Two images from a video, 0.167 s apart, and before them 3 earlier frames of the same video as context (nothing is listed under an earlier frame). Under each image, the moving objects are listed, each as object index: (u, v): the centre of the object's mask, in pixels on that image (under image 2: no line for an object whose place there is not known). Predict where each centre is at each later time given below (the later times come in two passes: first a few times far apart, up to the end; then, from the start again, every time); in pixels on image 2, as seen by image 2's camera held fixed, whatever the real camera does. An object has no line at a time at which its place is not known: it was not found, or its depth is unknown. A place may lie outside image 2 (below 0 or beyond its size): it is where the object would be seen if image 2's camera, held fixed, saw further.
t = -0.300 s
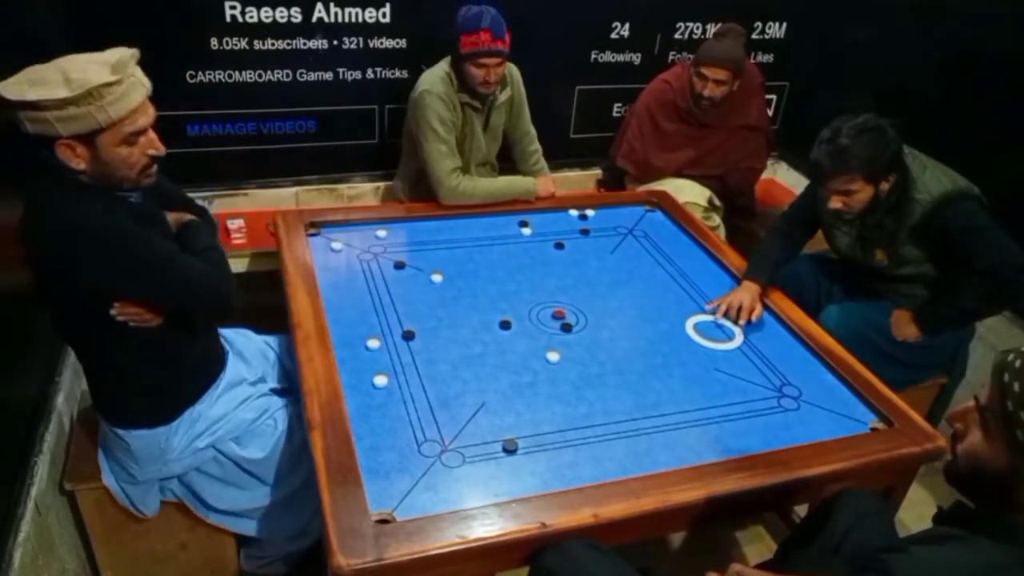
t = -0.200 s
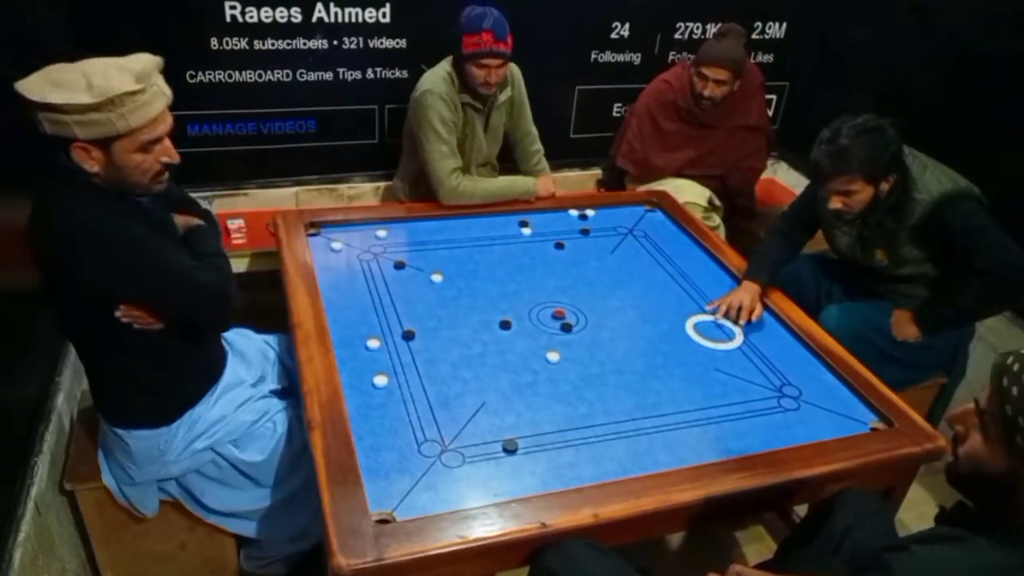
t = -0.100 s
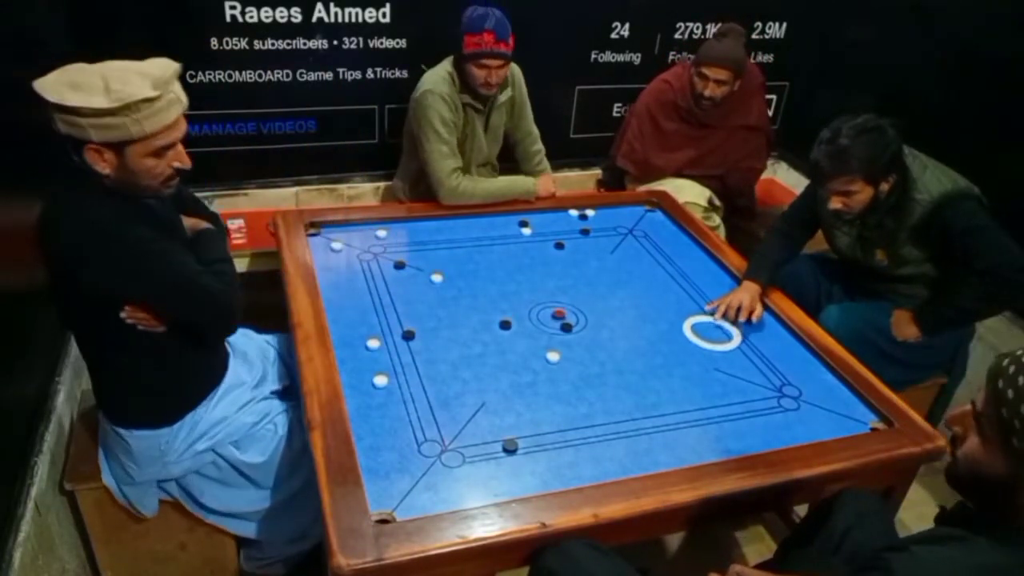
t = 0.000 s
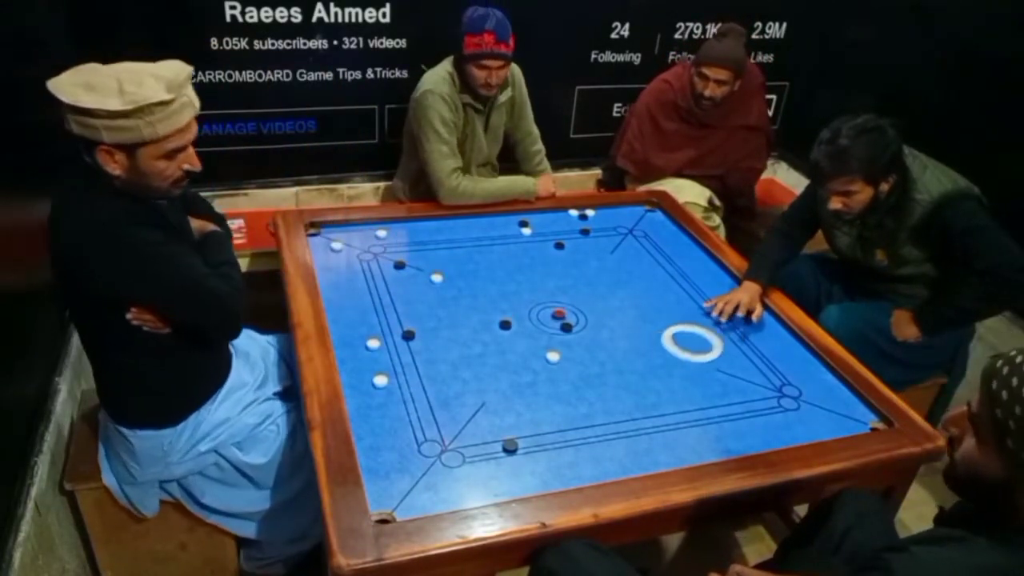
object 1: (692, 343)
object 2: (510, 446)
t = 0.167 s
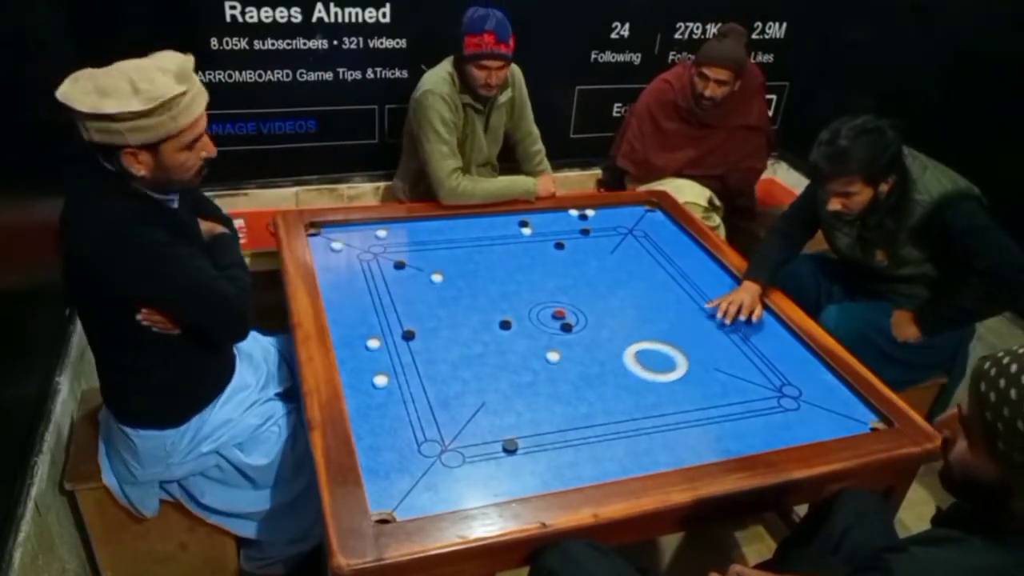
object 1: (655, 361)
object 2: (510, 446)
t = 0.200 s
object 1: (648, 365)
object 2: (510, 446)
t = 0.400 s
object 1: (601, 388)
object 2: (510, 446)
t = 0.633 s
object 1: (544, 417)
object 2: (510, 446)
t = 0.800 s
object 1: (507, 434)
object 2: (486, 466)
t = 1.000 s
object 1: (463, 454)
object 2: (446, 497)
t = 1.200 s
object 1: (421, 471)
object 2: (408, 513)
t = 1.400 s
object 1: (413, 478)
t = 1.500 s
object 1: (429, 476)
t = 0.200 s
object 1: (648, 365)
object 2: (510, 446)
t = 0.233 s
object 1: (640, 369)
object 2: (510, 446)
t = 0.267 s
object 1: (632, 373)
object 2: (510, 446)
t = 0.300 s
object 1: (625, 376)
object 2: (510, 446)
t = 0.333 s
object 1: (617, 381)
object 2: (510, 446)
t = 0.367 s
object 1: (609, 384)
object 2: (510, 446)
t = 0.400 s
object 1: (601, 388)
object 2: (510, 446)
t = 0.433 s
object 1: (593, 392)
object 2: (510, 446)
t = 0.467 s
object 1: (585, 396)
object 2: (510, 446)
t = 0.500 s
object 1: (577, 400)
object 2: (510, 446)
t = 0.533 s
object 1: (569, 404)
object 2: (510, 446)
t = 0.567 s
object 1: (561, 408)
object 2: (510, 446)
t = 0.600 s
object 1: (553, 413)
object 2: (510, 446)
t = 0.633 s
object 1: (544, 417)
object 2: (510, 446)
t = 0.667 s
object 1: (536, 421)
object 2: (509, 447)
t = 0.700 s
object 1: (529, 424)
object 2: (505, 450)
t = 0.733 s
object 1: (521, 428)
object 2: (499, 455)
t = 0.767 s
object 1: (514, 431)
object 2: (492, 461)
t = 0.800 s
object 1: (507, 434)
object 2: (486, 466)
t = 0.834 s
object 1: (500, 438)
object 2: (479, 471)
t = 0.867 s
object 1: (492, 441)
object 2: (473, 476)
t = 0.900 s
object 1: (485, 444)
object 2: (465, 483)
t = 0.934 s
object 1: (477, 447)
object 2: (459, 487)
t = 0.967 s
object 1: (470, 450)
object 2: (452, 493)
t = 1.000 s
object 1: (463, 454)
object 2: (446, 497)
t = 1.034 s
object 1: (456, 457)
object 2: (440, 502)
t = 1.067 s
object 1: (449, 460)
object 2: (434, 507)
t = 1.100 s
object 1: (441, 463)
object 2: (427, 510)
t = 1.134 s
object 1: (435, 466)
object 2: (420, 513)
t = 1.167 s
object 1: (428, 469)
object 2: (413, 513)
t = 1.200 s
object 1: (421, 471)
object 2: (408, 513)
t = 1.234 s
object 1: (414, 474)
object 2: (402, 512)
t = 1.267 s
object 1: (407, 477)
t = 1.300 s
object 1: (402, 479)
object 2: (388, 515)
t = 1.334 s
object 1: (403, 479)
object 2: (384, 517)
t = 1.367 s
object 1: (408, 479)
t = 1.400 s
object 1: (413, 478)
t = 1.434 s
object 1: (418, 478)
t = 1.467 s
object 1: (423, 477)
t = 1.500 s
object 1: (429, 476)
